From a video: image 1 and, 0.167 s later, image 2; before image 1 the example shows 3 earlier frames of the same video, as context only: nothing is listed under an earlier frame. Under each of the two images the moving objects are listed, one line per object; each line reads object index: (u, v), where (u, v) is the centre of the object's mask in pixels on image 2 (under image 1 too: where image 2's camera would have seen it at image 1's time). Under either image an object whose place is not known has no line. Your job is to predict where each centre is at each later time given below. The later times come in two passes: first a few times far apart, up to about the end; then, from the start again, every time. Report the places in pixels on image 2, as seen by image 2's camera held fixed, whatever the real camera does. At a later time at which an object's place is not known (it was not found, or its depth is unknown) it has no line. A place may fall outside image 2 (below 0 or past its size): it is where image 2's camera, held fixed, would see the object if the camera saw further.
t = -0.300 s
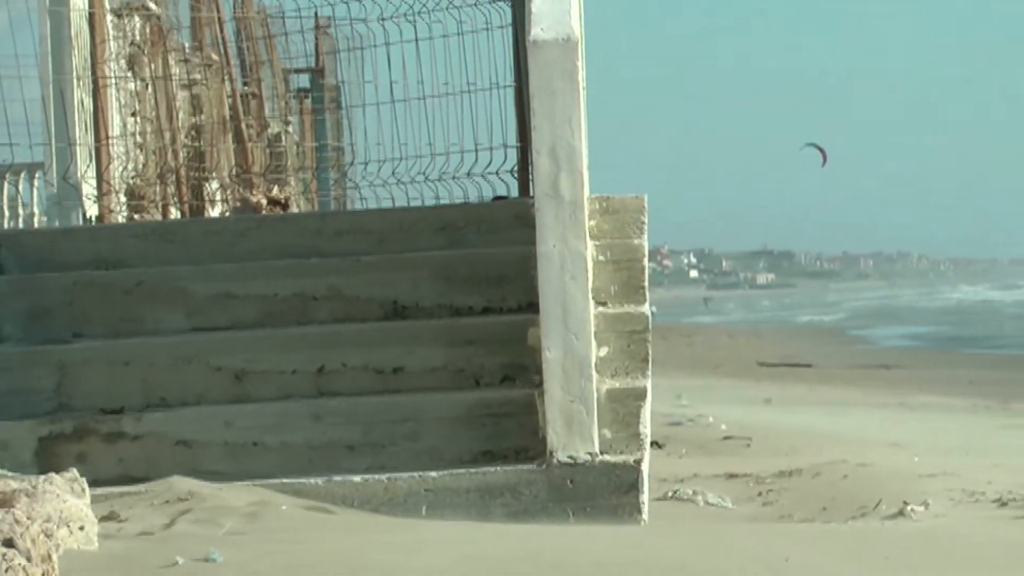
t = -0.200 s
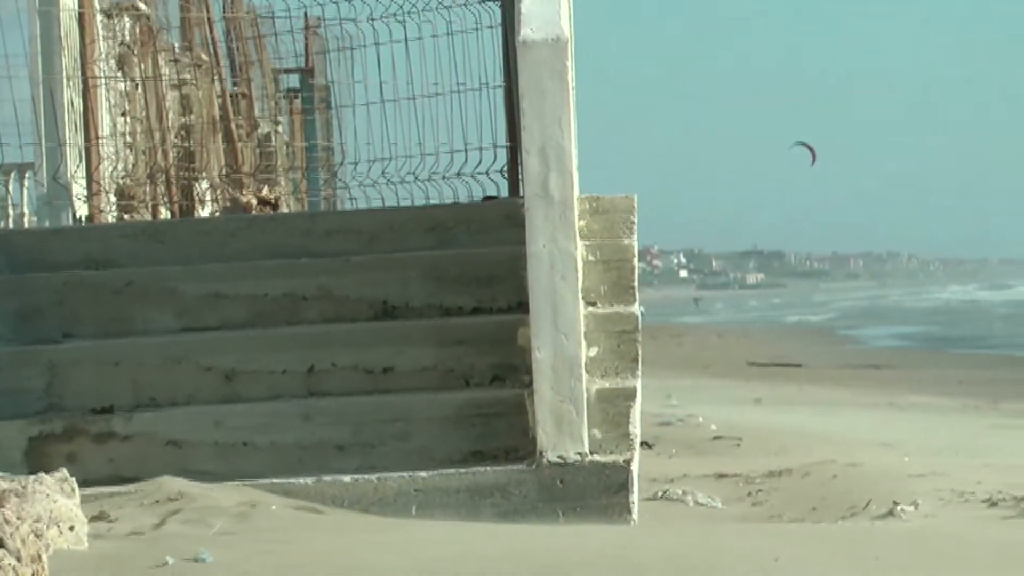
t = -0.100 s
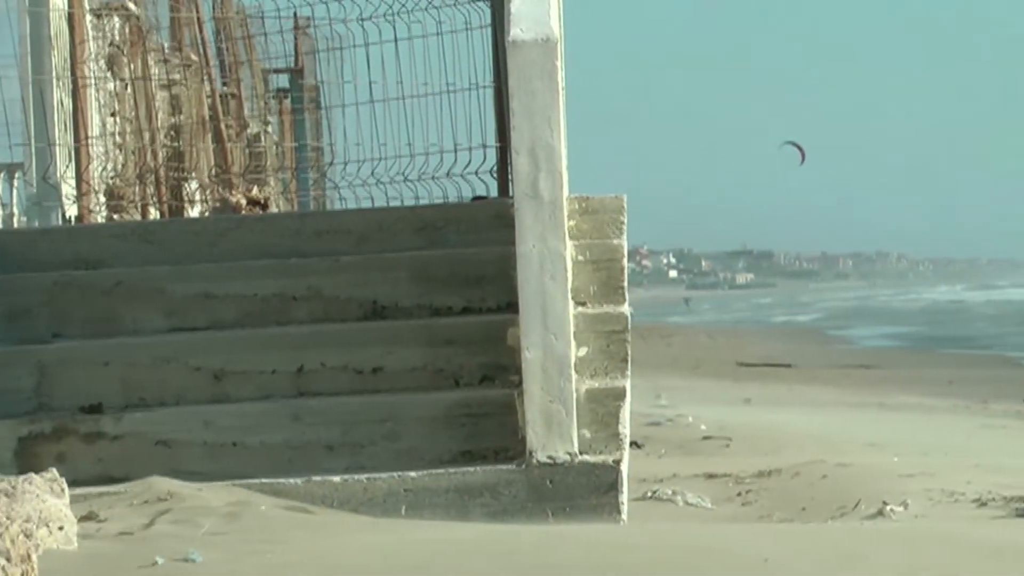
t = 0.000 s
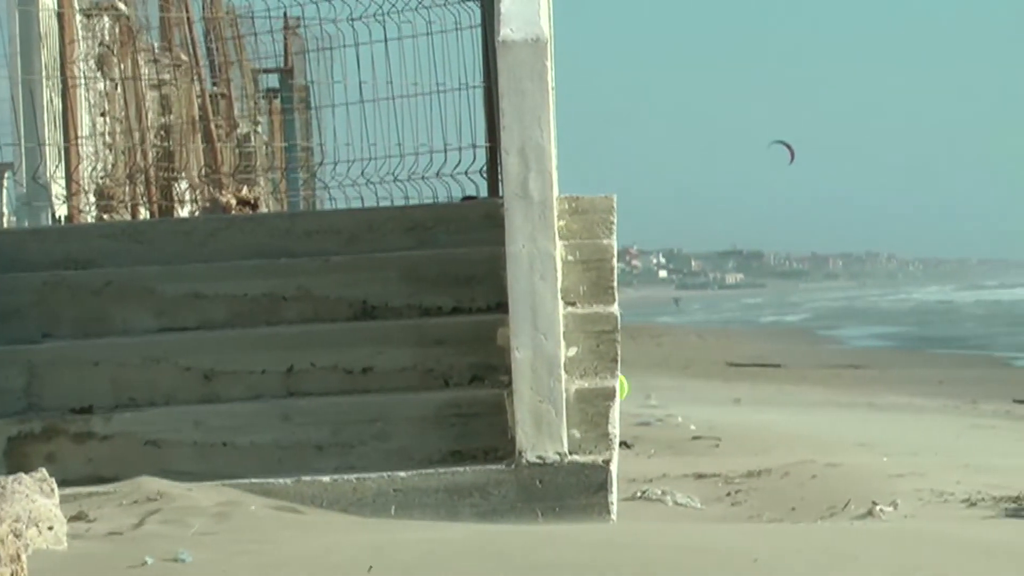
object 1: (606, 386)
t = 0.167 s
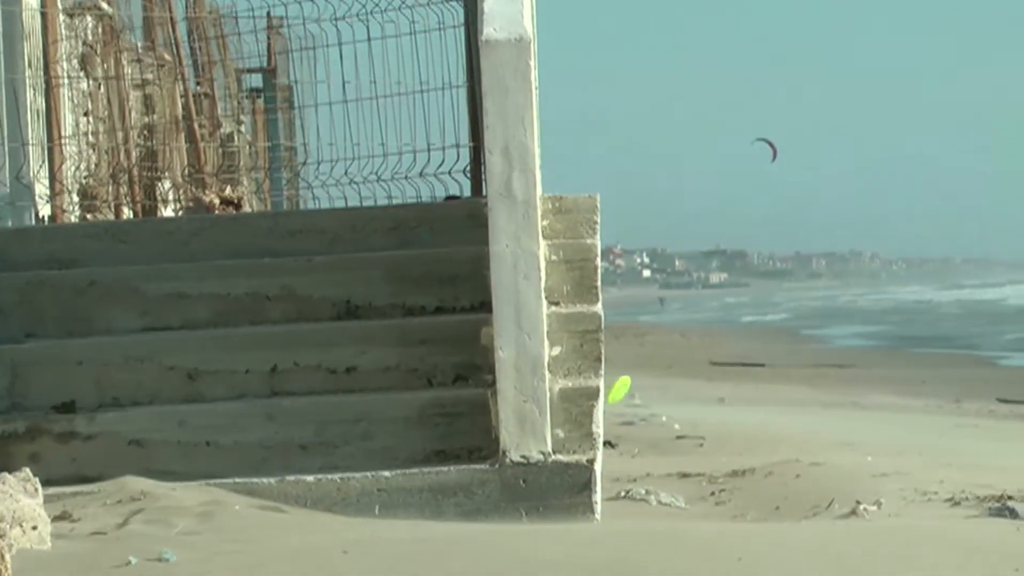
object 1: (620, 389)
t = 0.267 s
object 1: (632, 396)
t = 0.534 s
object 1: (679, 390)
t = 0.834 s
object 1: (719, 391)
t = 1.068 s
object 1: (738, 391)
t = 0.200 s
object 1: (624, 393)
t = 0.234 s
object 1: (627, 396)
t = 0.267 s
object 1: (632, 396)
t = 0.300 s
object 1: (637, 394)
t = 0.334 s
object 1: (642, 391)
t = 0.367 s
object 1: (648, 390)
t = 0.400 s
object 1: (654, 389)
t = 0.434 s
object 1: (660, 388)
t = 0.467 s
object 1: (667, 389)
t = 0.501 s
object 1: (674, 390)
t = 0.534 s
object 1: (679, 390)
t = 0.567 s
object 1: (686, 390)
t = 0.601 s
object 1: (692, 390)
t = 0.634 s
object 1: (697, 391)
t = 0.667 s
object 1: (702, 391)
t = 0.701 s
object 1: (707, 391)
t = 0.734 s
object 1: (710, 390)
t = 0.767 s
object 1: (713, 390)
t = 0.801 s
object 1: (717, 390)
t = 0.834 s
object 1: (719, 391)
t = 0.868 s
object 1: (722, 391)
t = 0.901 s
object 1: (725, 390)
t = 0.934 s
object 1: (729, 391)
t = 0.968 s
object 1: (731, 391)
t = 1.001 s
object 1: (734, 391)
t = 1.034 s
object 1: (737, 391)
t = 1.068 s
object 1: (738, 391)
